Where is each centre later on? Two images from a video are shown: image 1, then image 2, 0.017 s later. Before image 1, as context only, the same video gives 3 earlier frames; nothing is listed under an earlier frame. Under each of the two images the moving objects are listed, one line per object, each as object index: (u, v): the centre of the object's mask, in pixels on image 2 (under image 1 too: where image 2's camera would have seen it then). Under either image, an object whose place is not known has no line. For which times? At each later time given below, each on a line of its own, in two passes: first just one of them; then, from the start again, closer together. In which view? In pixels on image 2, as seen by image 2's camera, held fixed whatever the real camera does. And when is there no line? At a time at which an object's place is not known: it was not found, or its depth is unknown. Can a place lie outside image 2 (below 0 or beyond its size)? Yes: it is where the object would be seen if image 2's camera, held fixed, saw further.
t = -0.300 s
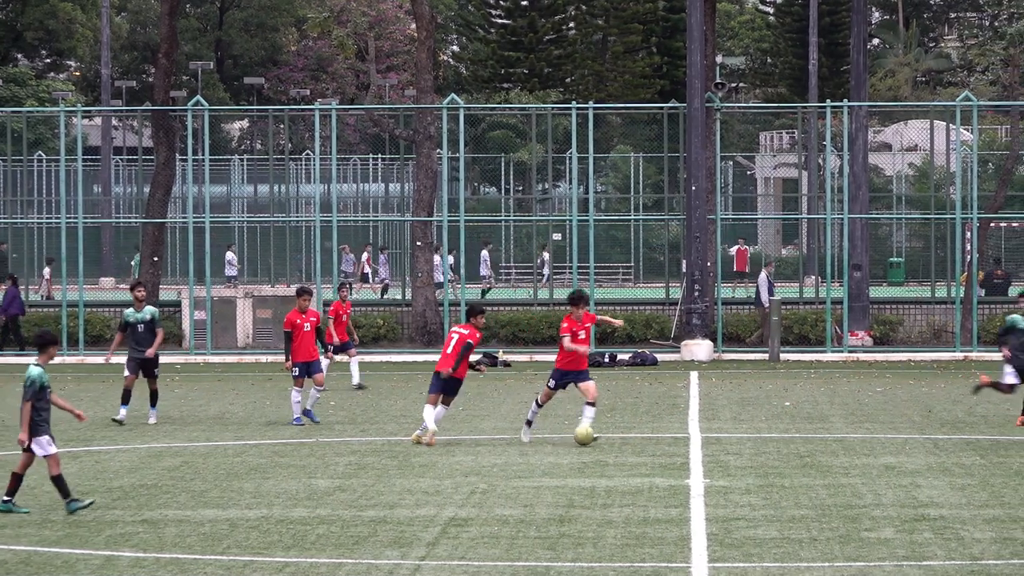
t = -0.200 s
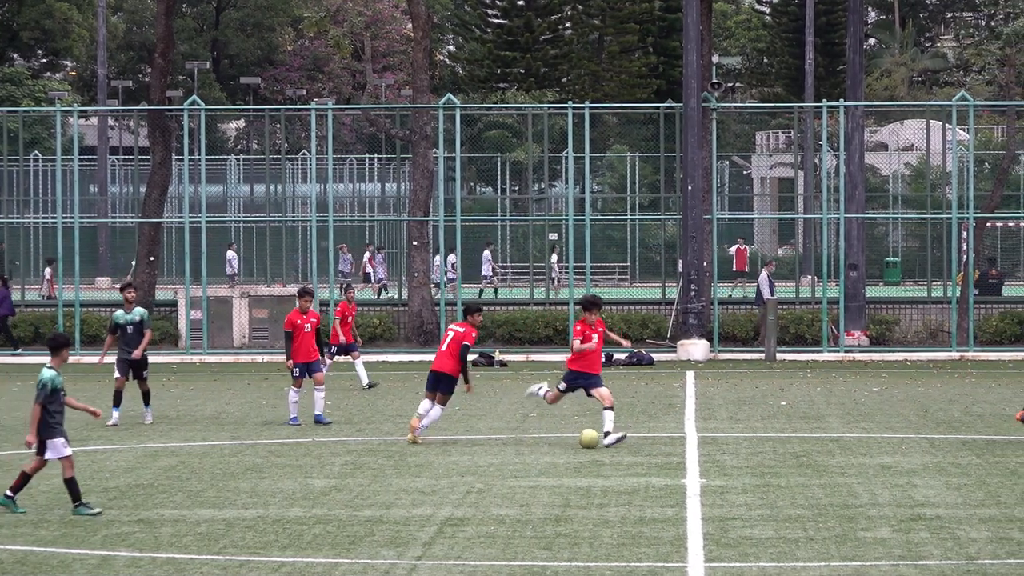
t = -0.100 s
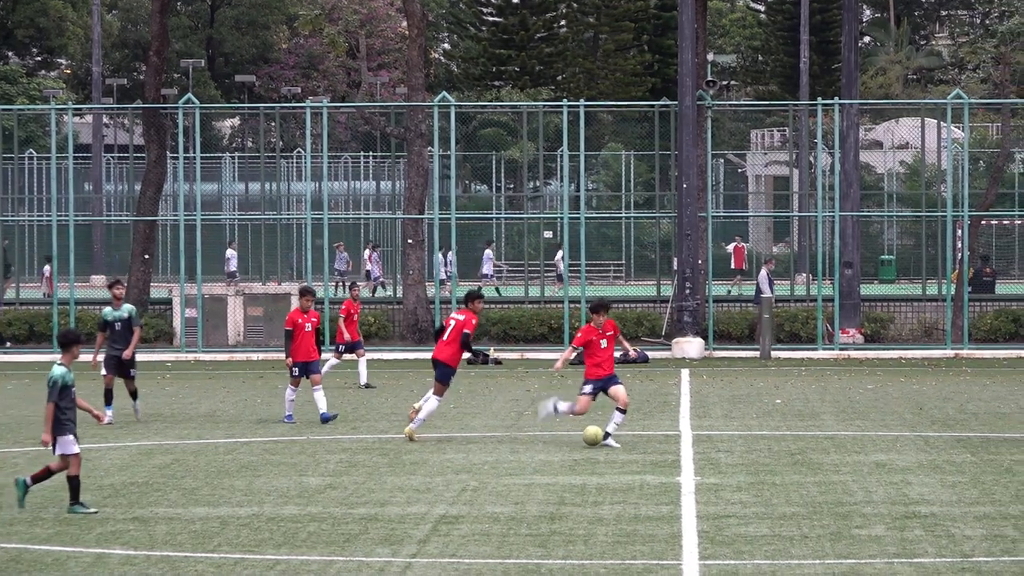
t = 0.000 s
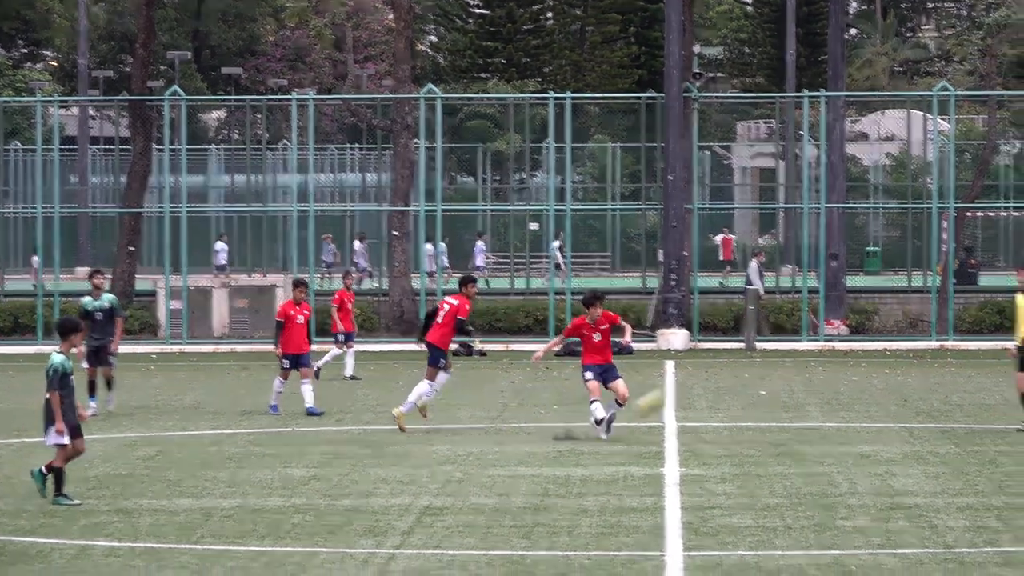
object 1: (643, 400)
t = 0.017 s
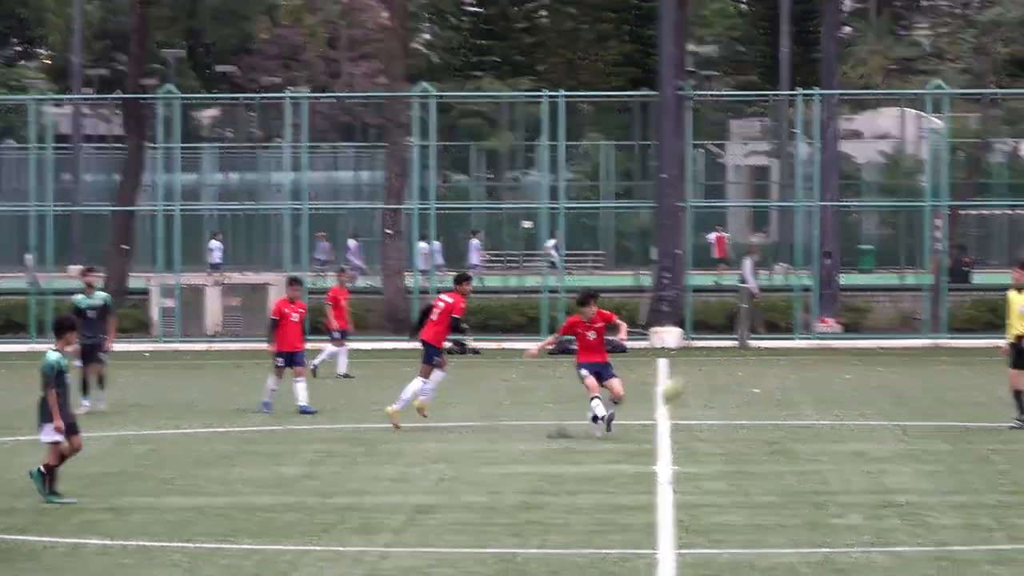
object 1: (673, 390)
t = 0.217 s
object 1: (1010, 265)
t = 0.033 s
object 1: (695, 380)
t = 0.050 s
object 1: (723, 370)
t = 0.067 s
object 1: (750, 360)
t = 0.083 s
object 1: (779, 348)
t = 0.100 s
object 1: (807, 336)
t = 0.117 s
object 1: (835, 326)
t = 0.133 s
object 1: (863, 318)
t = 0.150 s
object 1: (892, 308)
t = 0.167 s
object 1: (922, 296)
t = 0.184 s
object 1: (950, 286)
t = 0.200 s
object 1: (979, 277)
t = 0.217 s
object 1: (1010, 265)
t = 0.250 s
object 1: (1070, 245)
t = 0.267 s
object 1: (1102, 235)
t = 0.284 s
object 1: (1132, 225)
